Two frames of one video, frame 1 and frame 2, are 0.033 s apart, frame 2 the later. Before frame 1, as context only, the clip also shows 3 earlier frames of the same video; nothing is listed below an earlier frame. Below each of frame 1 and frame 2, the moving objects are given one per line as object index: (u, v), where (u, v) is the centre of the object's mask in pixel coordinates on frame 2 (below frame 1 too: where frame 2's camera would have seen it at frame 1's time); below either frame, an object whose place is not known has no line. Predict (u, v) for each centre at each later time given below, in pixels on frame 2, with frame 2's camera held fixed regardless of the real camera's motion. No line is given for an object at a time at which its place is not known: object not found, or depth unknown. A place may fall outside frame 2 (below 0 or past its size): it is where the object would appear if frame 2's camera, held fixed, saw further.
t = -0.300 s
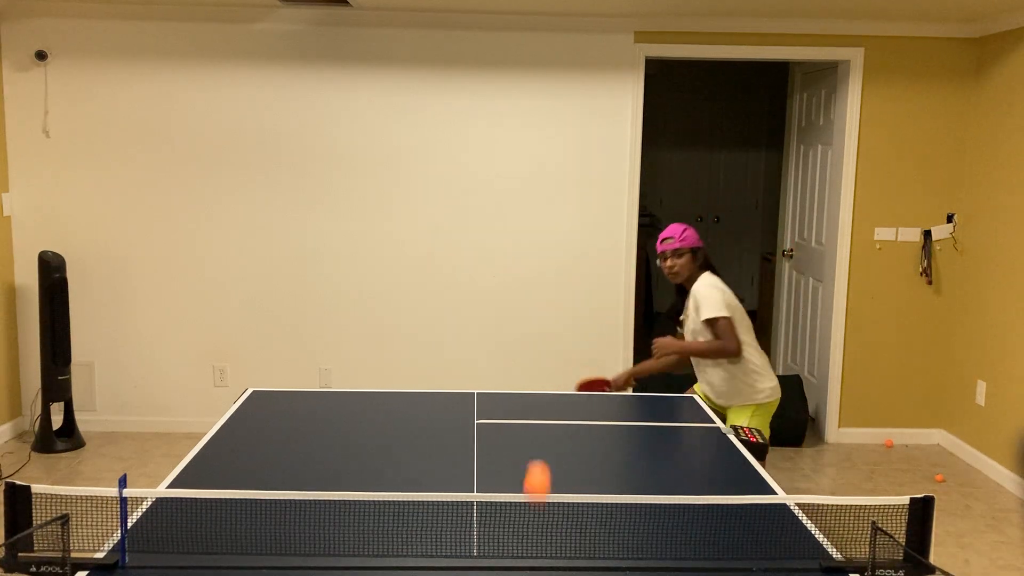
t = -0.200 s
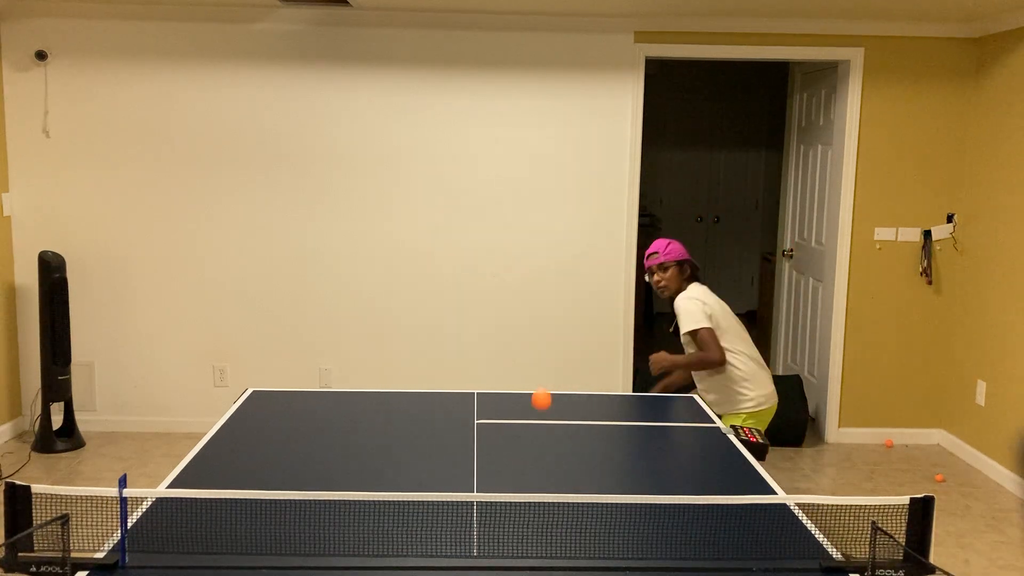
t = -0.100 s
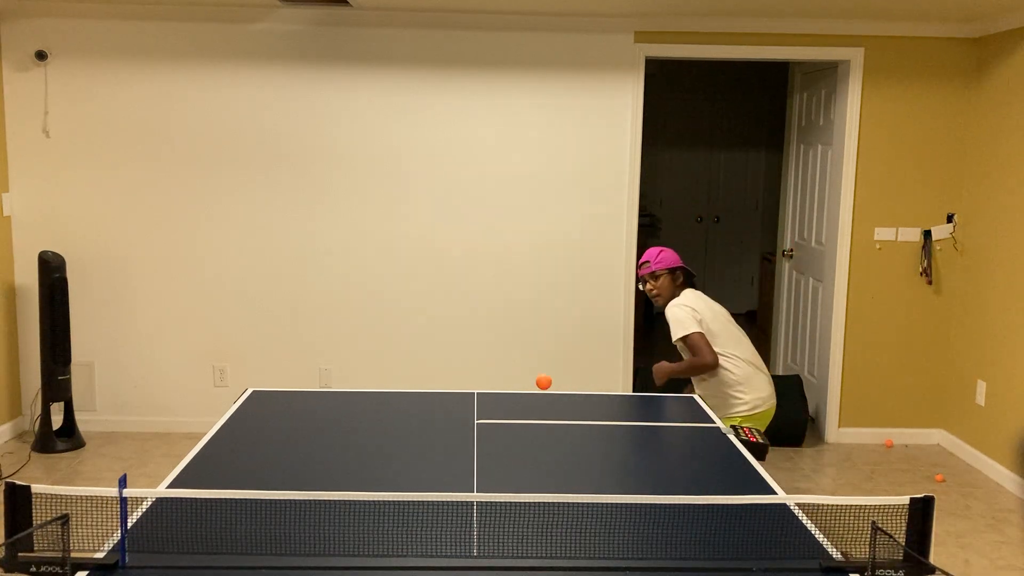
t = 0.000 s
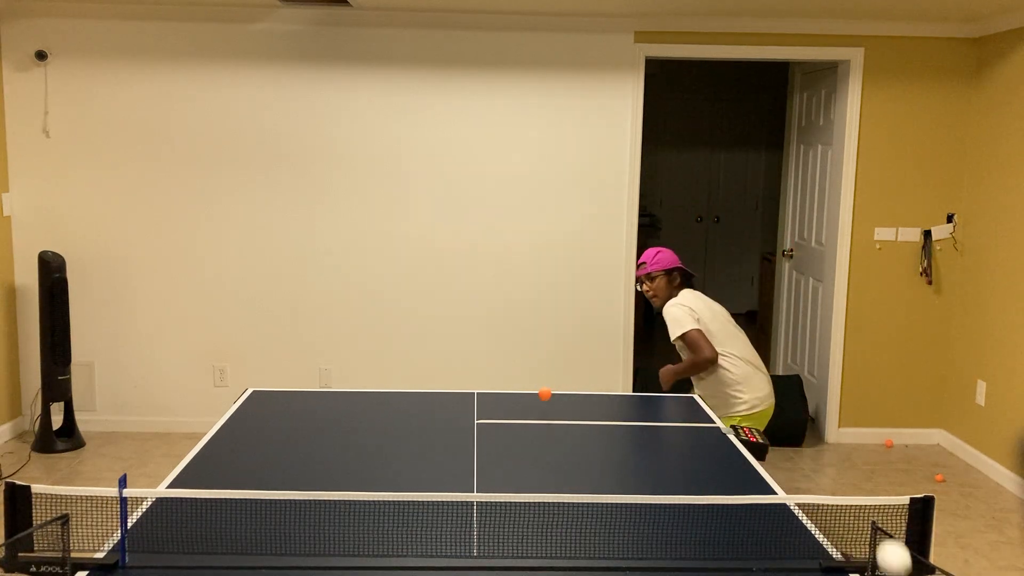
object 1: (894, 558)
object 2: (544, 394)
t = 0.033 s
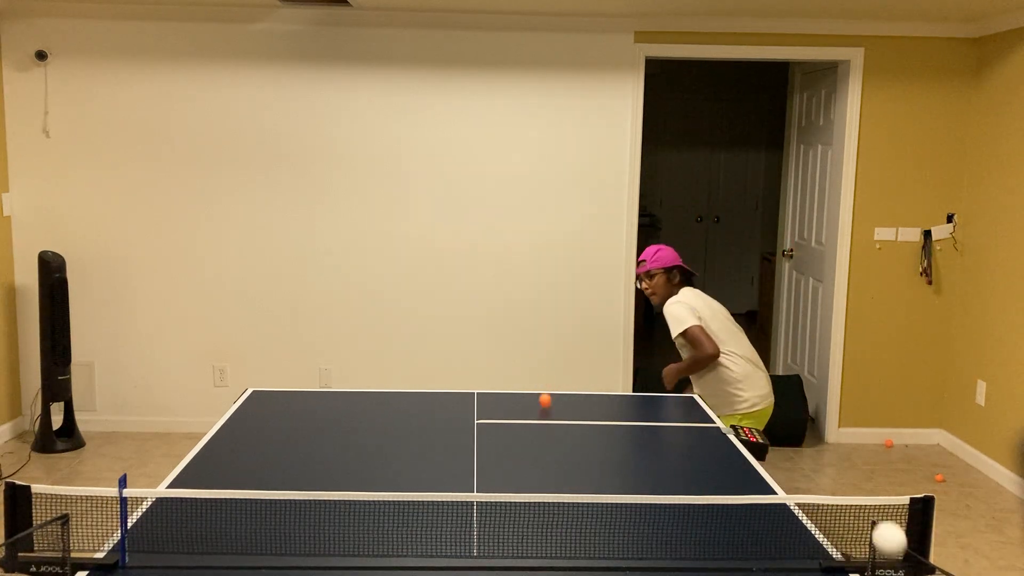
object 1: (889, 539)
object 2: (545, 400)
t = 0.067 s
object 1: (884, 527)
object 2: (546, 377)
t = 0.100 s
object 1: (879, 525)
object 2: (547, 355)
